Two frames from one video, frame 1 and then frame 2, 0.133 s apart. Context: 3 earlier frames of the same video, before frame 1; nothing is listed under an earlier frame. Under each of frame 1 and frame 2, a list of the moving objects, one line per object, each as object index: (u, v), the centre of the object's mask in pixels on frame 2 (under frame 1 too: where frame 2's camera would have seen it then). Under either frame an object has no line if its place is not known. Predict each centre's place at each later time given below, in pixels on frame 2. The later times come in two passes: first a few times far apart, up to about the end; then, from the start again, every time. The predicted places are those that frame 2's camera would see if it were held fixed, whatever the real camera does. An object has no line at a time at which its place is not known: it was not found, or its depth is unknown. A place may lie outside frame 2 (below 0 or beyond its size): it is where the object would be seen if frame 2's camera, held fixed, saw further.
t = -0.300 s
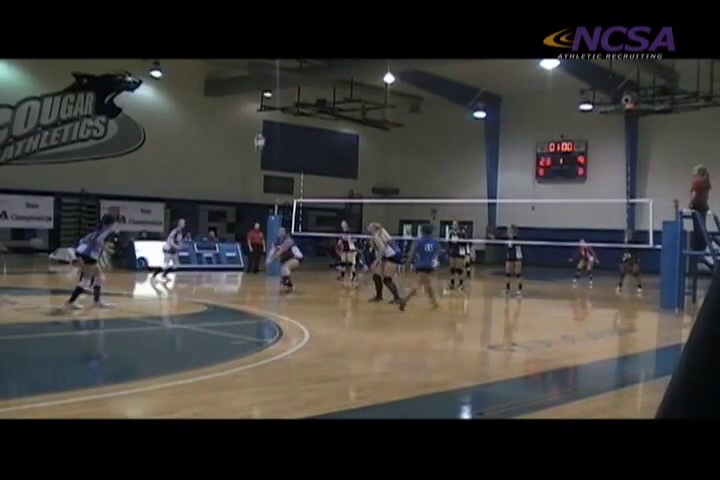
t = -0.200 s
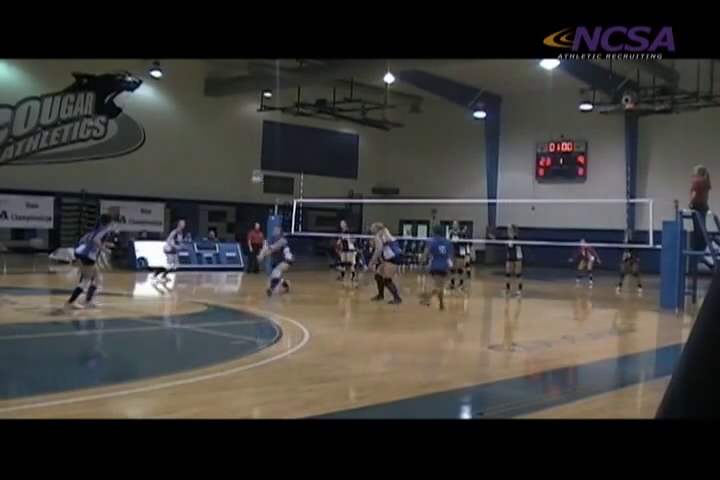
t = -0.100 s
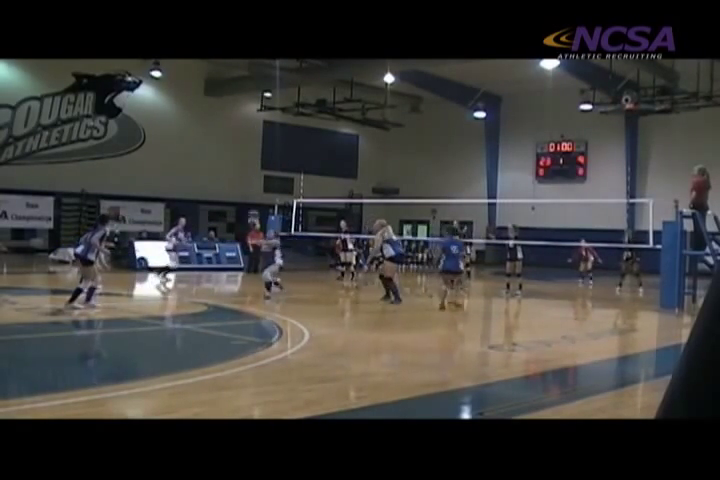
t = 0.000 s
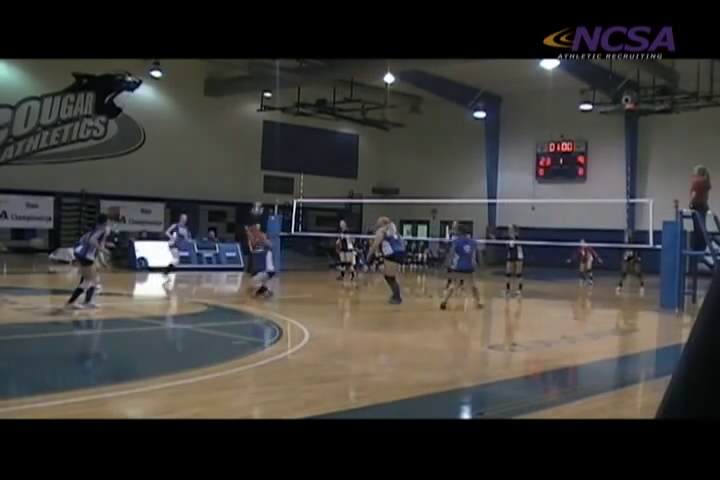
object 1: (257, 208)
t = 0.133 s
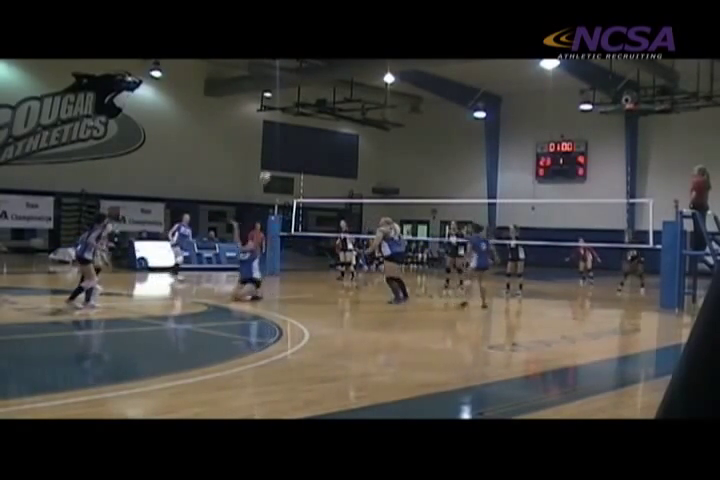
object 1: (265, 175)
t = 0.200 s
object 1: (268, 163)
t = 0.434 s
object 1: (281, 137)
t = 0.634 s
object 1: (290, 135)
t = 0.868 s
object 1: (300, 156)
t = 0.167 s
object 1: (267, 169)
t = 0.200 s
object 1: (268, 163)
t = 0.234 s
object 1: (270, 158)
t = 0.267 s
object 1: (272, 152)
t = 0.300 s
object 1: (274, 147)
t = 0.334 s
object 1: (276, 145)
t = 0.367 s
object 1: (277, 141)
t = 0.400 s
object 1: (279, 139)
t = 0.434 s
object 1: (281, 137)
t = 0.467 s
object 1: (283, 135)
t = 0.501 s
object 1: (284, 134)
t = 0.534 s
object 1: (286, 134)
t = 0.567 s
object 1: (287, 134)
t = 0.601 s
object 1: (289, 134)
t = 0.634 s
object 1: (290, 135)
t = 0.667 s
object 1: (292, 137)
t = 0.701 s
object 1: (293, 139)
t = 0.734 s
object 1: (295, 141)
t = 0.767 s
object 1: (296, 144)
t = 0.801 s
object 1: (297, 148)
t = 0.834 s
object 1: (298, 152)
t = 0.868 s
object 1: (300, 156)
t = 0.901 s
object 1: (301, 161)
